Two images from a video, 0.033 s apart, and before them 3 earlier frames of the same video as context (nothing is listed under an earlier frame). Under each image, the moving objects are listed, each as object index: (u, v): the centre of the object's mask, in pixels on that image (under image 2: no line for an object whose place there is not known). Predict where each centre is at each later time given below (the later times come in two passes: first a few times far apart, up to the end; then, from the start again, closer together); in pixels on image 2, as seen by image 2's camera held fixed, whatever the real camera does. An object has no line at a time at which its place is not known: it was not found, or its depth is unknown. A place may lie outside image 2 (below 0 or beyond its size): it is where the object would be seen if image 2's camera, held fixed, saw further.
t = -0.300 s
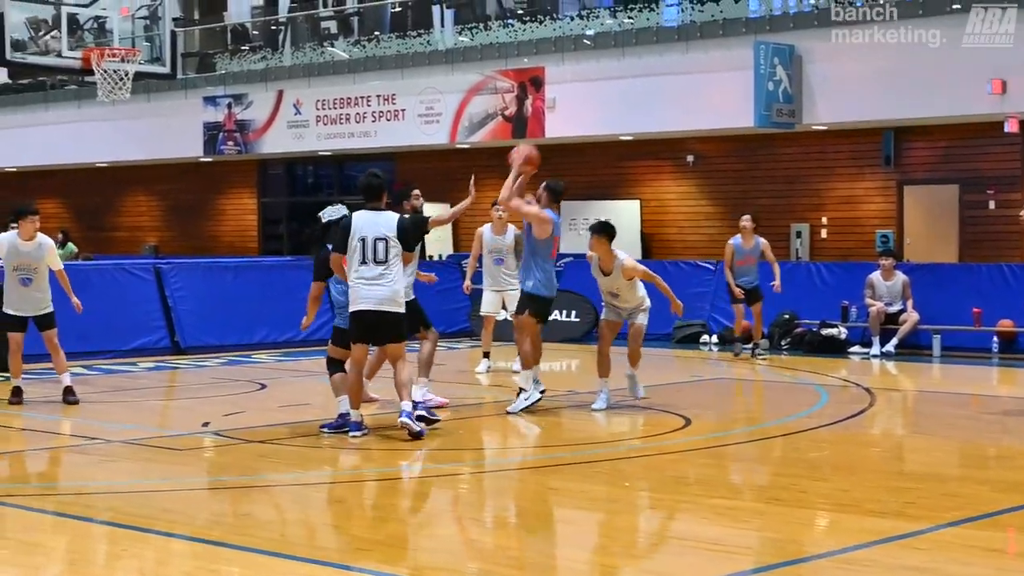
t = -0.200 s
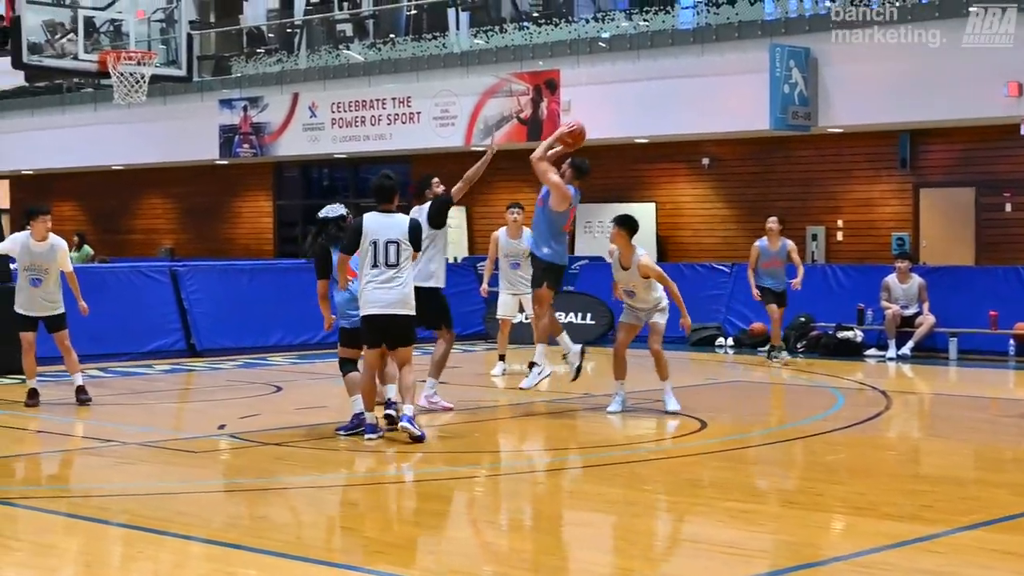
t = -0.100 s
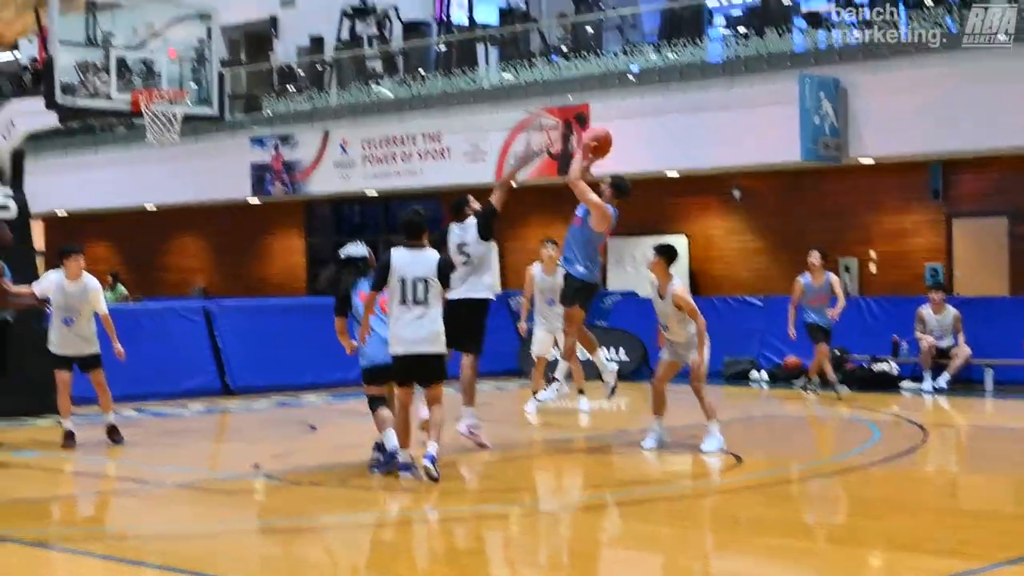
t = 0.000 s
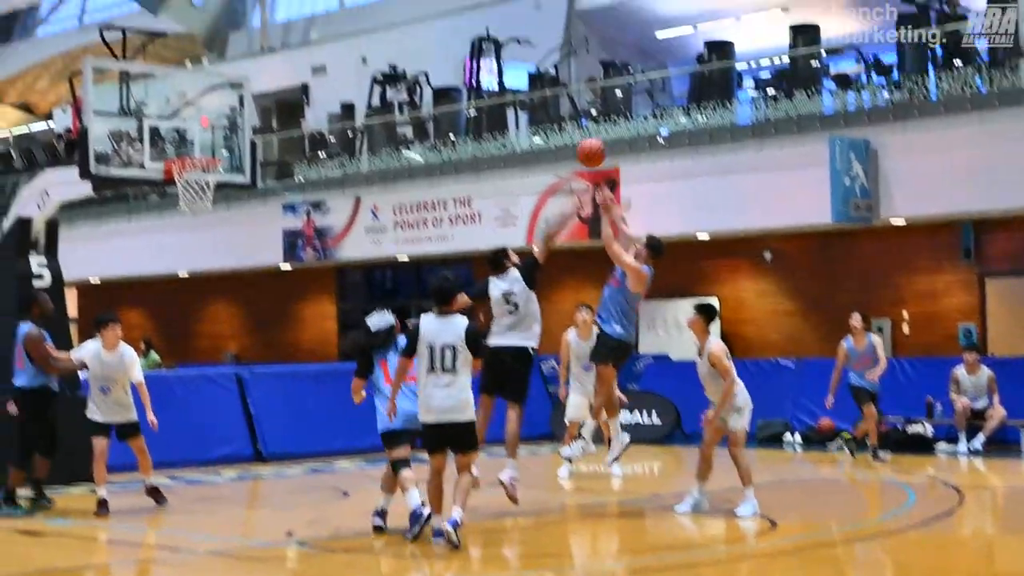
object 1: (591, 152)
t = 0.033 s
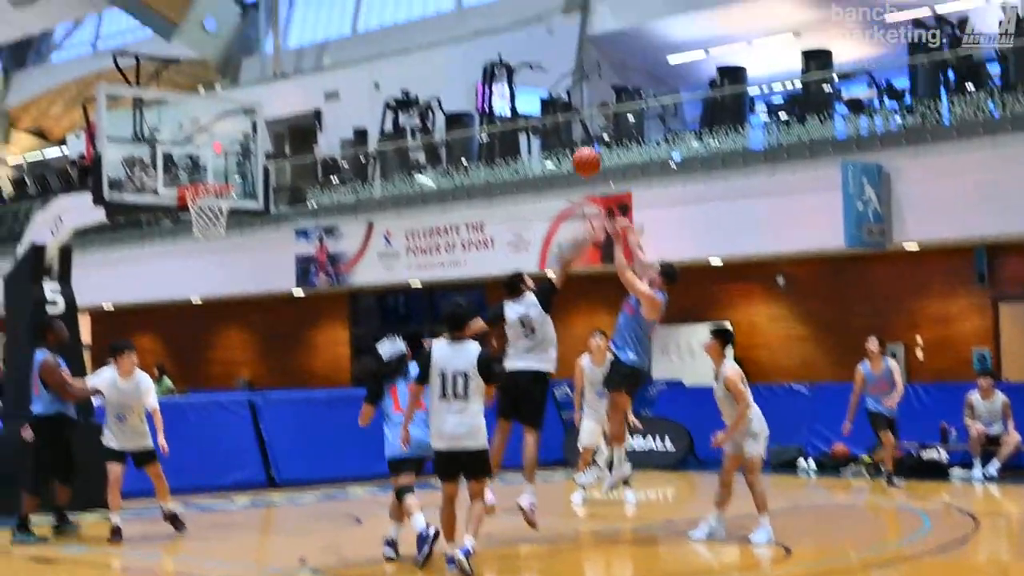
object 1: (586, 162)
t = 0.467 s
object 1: (384, 77)
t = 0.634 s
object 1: (315, 99)
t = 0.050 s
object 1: (577, 153)
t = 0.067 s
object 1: (568, 146)
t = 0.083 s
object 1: (560, 140)
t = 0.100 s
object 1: (552, 133)
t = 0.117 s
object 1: (543, 128)
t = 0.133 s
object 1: (535, 123)
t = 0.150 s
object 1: (527, 118)
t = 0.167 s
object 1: (519, 113)
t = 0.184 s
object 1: (511, 108)
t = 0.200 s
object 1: (503, 104)
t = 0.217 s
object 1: (495, 99)
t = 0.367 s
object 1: (427, 77)
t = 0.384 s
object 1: (420, 76)
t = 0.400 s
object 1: (413, 76)
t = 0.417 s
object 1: (406, 76)
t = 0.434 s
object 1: (399, 76)
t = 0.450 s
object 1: (391, 76)
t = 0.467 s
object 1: (384, 77)
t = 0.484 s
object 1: (377, 77)
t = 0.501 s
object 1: (370, 79)
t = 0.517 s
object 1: (363, 80)
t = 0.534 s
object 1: (356, 82)
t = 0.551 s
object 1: (349, 84)
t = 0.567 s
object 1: (343, 87)
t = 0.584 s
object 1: (336, 90)
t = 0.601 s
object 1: (329, 92)
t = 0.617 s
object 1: (322, 96)
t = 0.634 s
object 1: (315, 99)
